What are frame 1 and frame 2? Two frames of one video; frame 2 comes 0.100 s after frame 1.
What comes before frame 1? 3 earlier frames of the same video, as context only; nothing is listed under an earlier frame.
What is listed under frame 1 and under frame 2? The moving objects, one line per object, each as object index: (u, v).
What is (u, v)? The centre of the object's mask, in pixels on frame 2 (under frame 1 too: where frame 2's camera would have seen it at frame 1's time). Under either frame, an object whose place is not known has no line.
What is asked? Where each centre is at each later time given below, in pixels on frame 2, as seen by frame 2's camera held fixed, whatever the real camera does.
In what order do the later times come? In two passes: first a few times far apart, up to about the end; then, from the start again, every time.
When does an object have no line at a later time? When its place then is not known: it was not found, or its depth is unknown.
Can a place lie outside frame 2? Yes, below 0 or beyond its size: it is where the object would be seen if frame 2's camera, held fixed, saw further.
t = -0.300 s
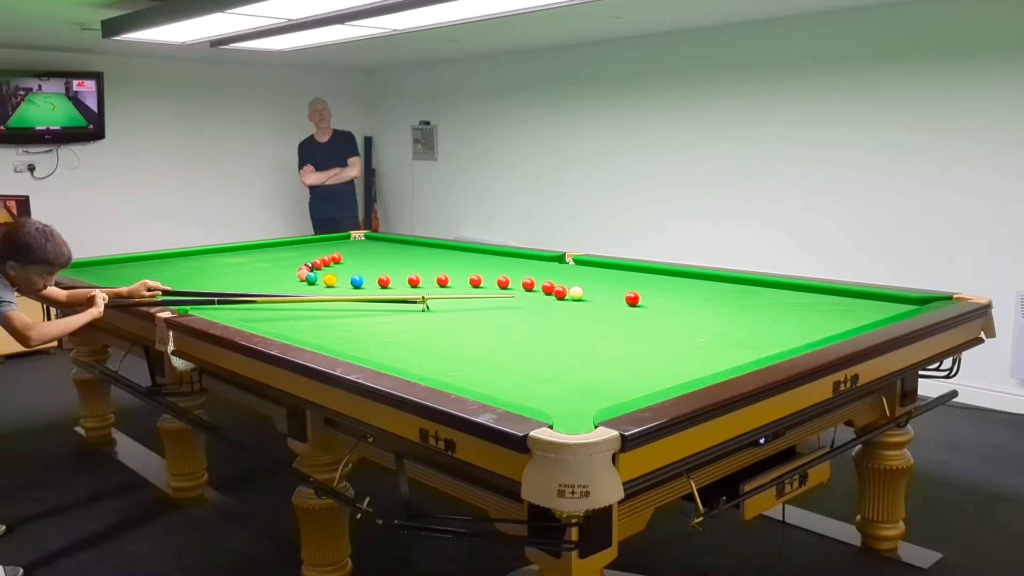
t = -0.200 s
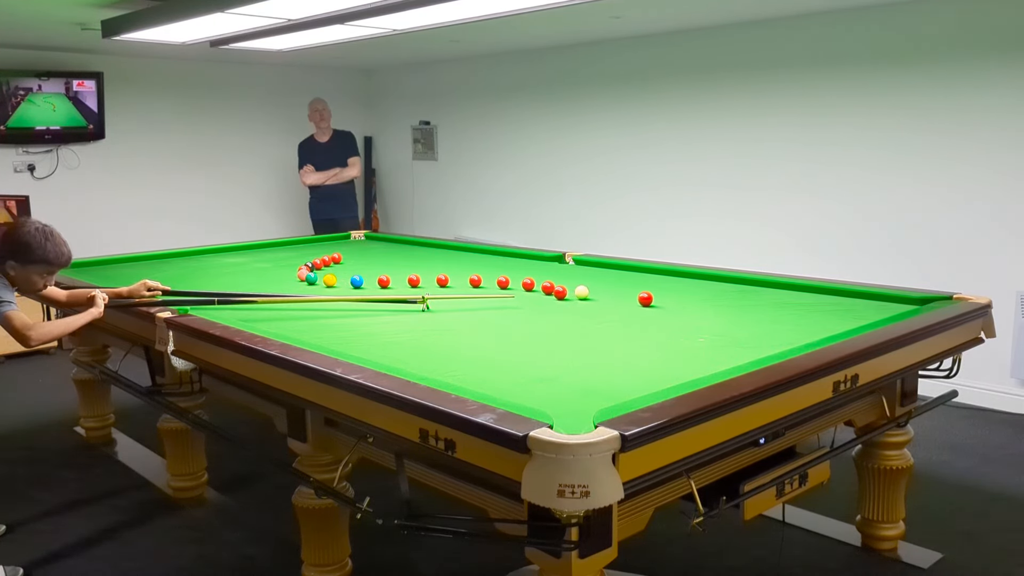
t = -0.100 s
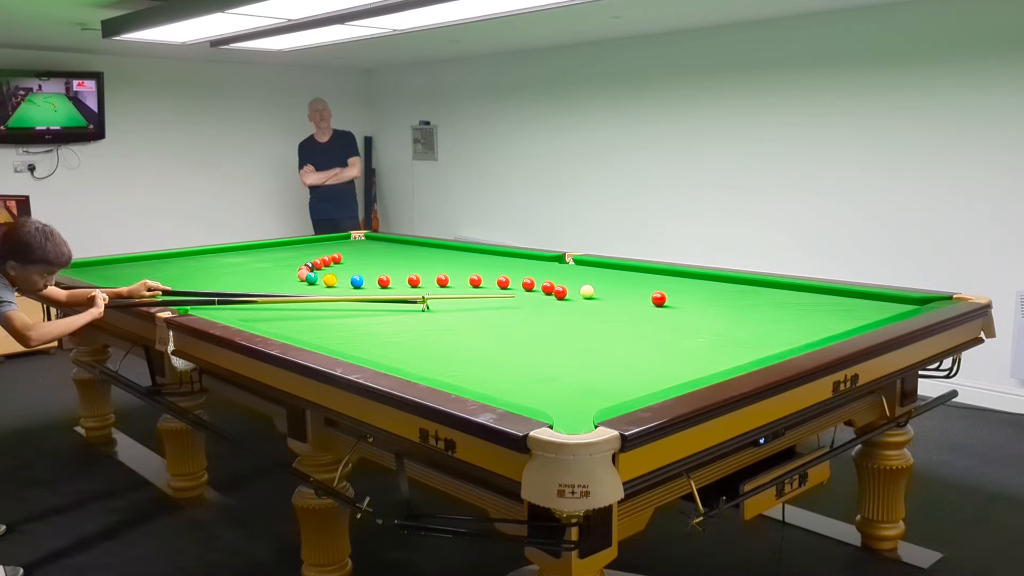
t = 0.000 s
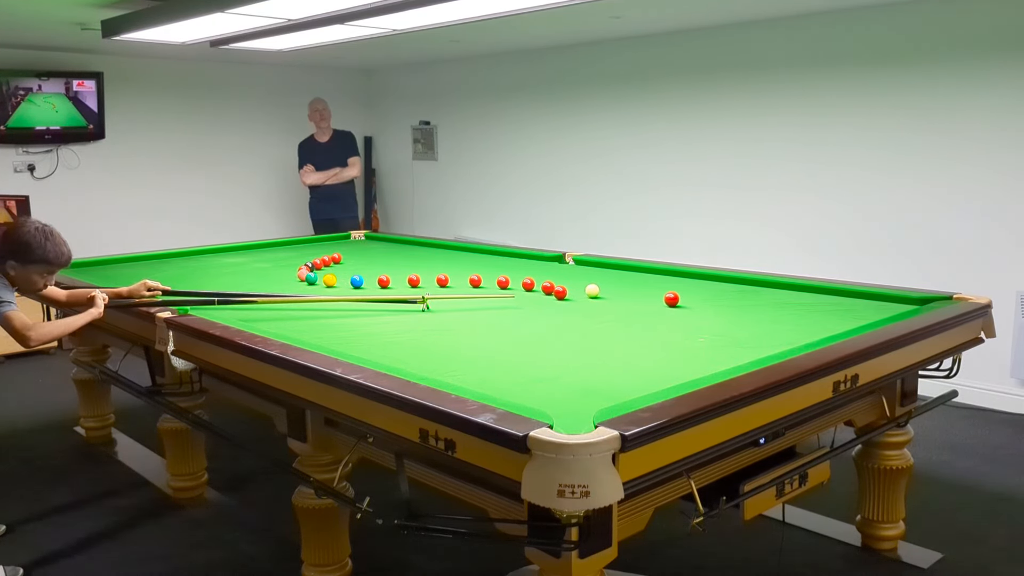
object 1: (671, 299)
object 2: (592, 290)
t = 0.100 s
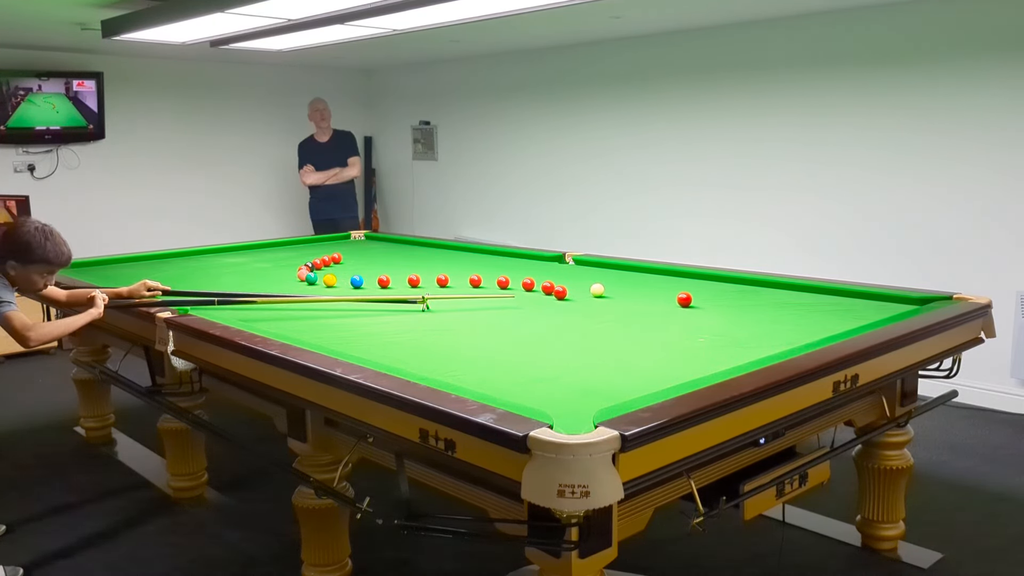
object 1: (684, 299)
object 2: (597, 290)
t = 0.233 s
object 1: (701, 300)
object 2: (603, 289)
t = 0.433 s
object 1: (725, 300)
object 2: (612, 288)
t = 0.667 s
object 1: (752, 300)
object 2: (620, 286)
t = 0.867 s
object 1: (774, 301)
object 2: (627, 285)
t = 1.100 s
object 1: (799, 301)
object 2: (634, 284)
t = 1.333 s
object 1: (822, 302)
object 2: (640, 284)
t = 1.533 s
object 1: (840, 302)
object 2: (644, 283)
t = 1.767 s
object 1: (860, 302)
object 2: (647, 282)
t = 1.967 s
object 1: (875, 302)
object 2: (650, 282)
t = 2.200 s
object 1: (892, 302)
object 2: (652, 282)
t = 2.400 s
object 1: (904, 302)
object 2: (652, 281)
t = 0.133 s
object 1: (688, 299)
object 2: (599, 290)
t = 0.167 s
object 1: (693, 299)
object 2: (600, 289)
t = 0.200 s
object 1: (697, 300)
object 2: (602, 289)
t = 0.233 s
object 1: (701, 300)
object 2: (603, 289)
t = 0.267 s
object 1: (705, 300)
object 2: (605, 289)
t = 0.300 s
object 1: (709, 300)
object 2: (606, 288)
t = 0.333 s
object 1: (713, 300)
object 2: (607, 288)
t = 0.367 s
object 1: (717, 300)
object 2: (609, 288)
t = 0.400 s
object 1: (721, 300)
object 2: (610, 288)
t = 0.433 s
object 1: (725, 300)
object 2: (612, 288)
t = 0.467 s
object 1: (729, 300)
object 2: (613, 287)
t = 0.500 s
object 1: (733, 300)
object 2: (615, 287)
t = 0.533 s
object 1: (737, 300)
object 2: (616, 287)
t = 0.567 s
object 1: (741, 300)
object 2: (617, 287)
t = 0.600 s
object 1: (745, 300)
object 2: (618, 287)
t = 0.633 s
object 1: (748, 300)
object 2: (619, 287)
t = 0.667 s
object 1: (752, 300)
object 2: (620, 286)
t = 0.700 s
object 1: (756, 300)
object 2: (622, 286)
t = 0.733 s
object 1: (760, 300)
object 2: (623, 286)
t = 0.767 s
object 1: (763, 300)
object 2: (624, 286)
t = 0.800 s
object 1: (767, 300)
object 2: (625, 286)
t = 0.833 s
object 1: (771, 301)
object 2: (626, 285)
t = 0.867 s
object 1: (774, 301)
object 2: (627, 285)
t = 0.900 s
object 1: (778, 301)
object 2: (628, 285)
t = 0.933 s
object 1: (781, 301)
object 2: (629, 285)
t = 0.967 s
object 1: (785, 301)
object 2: (630, 285)
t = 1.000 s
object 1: (789, 301)
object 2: (631, 285)
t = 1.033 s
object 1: (792, 301)
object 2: (632, 285)
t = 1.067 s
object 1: (795, 301)
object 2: (633, 285)
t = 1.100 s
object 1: (799, 301)
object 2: (634, 284)
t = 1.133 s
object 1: (802, 301)
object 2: (635, 284)
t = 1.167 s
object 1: (806, 301)
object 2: (636, 284)
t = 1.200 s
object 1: (809, 301)
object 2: (637, 284)
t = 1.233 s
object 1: (812, 301)
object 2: (637, 284)
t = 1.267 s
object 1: (815, 301)
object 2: (638, 284)
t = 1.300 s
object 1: (818, 301)
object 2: (639, 284)
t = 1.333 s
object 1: (822, 302)
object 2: (640, 284)
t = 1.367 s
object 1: (825, 302)
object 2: (640, 283)
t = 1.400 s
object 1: (828, 302)
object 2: (641, 283)
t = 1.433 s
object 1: (831, 302)
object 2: (642, 283)
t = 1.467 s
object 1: (834, 302)
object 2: (642, 283)
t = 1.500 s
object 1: (837, 302)
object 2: (643, 283)
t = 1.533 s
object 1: (840, 302)
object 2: (644, 283)
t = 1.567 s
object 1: (843, 302)
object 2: (644, 283)
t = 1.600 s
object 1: (846, 302)
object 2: (645, 283)
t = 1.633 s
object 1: (848, 302)
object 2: (645, 283)
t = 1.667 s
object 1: (851, 302)
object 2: (646, 283)
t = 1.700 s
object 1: (854, 302)
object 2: (646, 283)
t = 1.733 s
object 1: (857, 302)
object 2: (647, 283)
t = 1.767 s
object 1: (860, 302)
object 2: (647, 282)
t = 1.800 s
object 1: (862, 302)
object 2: (648, 282)
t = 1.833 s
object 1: (865, 302)
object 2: (648, 282)
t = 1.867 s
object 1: (867, 302)
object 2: (649, 282)
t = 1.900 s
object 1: (870, 302)
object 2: (649, 282)
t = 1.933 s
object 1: (873, 302)
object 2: (649, 282)
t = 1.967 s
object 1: (875, 302)
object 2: (650, 282)
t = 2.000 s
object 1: (878, 302)
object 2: (650, 282)
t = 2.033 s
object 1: (880, 302)
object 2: (650, 282)
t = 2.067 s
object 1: (882, 302)
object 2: (651, 282)
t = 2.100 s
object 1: (884, 302)
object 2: (651, 282)
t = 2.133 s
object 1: (887, 302)
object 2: (651, 282)
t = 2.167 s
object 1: (889, 302)
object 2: (651, 282)
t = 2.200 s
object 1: (892, 302)
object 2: (652, 282)
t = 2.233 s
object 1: (894, 302)
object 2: (652, 282)
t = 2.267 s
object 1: (896, 302)
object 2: (652, 282)
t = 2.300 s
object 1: (898, 302)
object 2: (652, 282)
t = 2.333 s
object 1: (900, 302)
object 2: (652, 282)
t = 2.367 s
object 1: (902, 302)
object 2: (652, 282)
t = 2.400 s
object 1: (904, 302)
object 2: (652, 281)
